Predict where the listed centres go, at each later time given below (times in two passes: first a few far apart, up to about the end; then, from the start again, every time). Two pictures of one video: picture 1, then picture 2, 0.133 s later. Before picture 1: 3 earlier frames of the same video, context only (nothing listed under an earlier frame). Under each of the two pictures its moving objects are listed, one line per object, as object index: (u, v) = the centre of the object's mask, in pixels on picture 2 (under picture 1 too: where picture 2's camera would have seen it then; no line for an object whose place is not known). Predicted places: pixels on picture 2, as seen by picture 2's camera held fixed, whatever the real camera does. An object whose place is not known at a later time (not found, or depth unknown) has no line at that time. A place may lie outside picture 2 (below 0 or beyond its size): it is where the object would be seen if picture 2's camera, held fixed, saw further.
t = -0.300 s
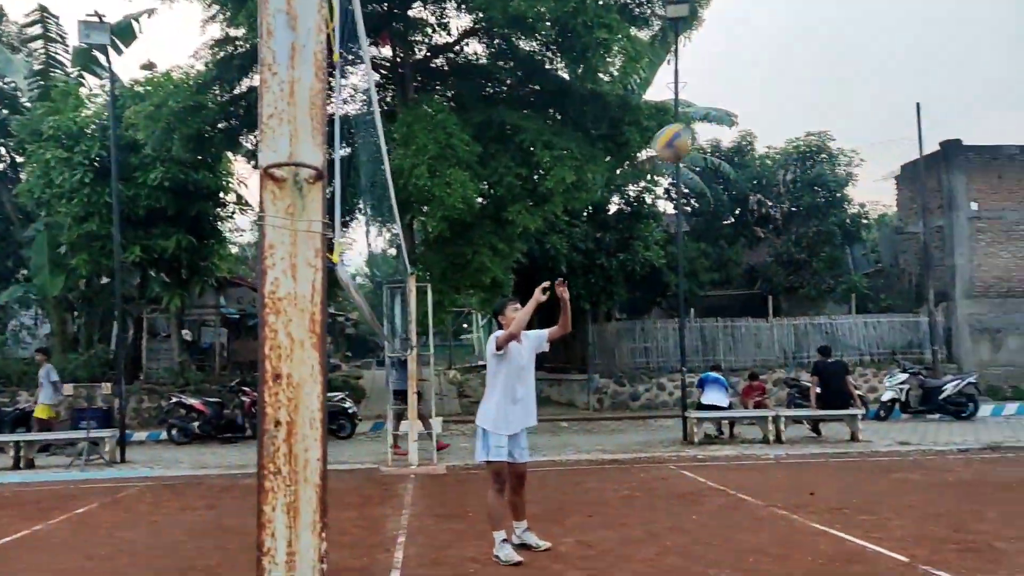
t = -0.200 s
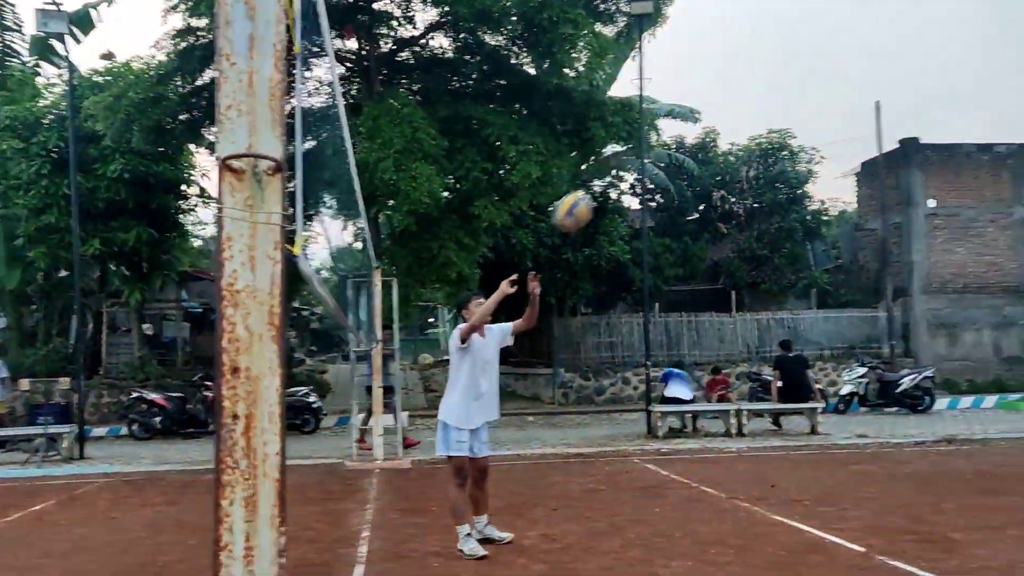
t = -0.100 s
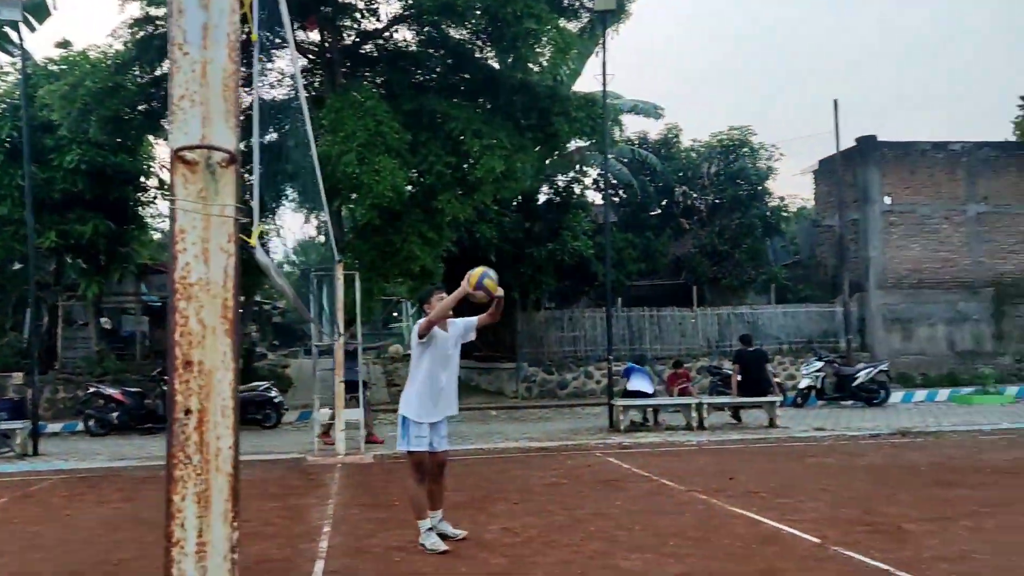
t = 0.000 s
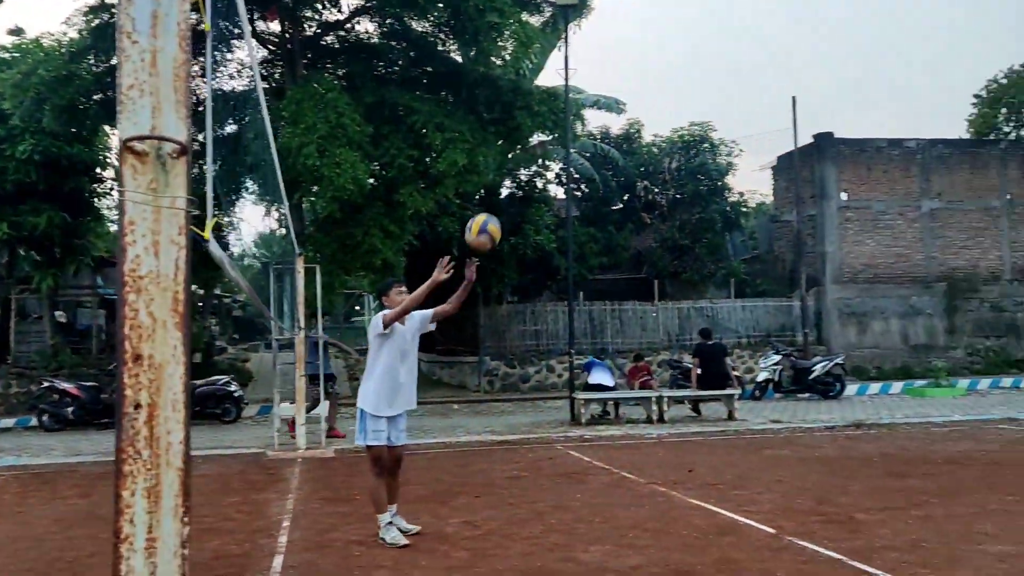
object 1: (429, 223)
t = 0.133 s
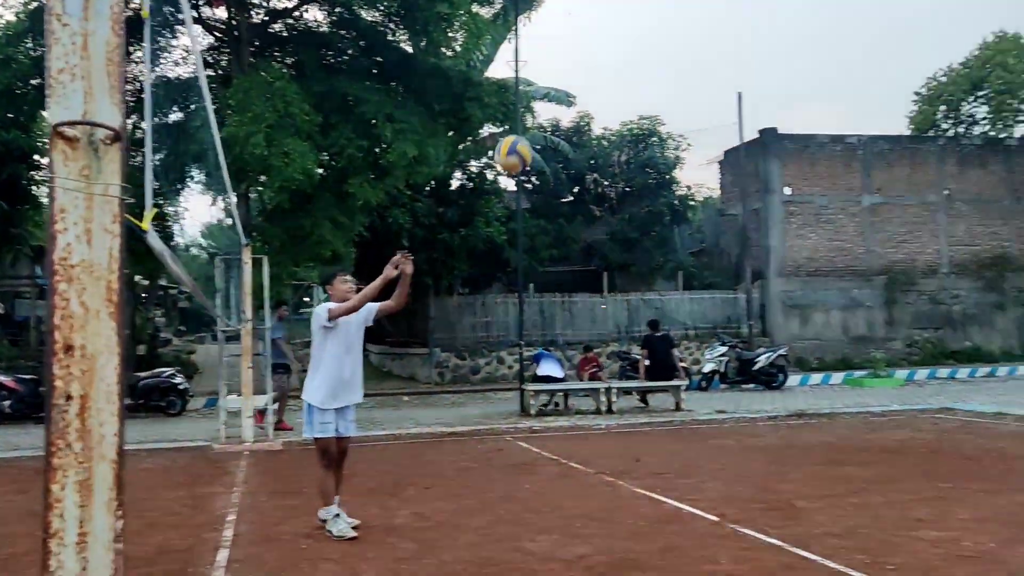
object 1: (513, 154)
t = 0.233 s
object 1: (577, 120)
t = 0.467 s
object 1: (742, 102)
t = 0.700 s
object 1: (937, 198)
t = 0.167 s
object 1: (534, 142)
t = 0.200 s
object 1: (555, 130)
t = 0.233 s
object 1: (577, 120)
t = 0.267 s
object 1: (599, 111)
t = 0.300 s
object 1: (622, 104)
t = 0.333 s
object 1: (645, 100)
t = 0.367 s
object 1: (668, 97)
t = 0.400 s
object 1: (692, 97)
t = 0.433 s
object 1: (717, 98)
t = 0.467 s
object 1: (742, 102)
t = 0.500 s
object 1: (767, 108)
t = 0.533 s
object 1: (793, 117)
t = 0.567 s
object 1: (821, 128)
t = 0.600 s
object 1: (849, 142)
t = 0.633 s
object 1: (877, 158)
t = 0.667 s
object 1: (906, 177)
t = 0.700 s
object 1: (937, 198)
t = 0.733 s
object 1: (968, 224)
